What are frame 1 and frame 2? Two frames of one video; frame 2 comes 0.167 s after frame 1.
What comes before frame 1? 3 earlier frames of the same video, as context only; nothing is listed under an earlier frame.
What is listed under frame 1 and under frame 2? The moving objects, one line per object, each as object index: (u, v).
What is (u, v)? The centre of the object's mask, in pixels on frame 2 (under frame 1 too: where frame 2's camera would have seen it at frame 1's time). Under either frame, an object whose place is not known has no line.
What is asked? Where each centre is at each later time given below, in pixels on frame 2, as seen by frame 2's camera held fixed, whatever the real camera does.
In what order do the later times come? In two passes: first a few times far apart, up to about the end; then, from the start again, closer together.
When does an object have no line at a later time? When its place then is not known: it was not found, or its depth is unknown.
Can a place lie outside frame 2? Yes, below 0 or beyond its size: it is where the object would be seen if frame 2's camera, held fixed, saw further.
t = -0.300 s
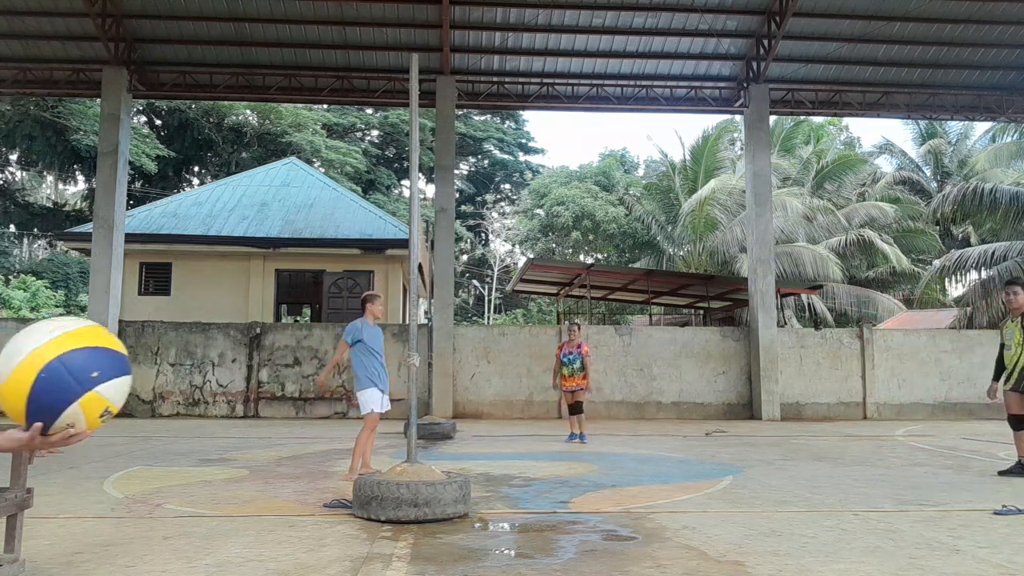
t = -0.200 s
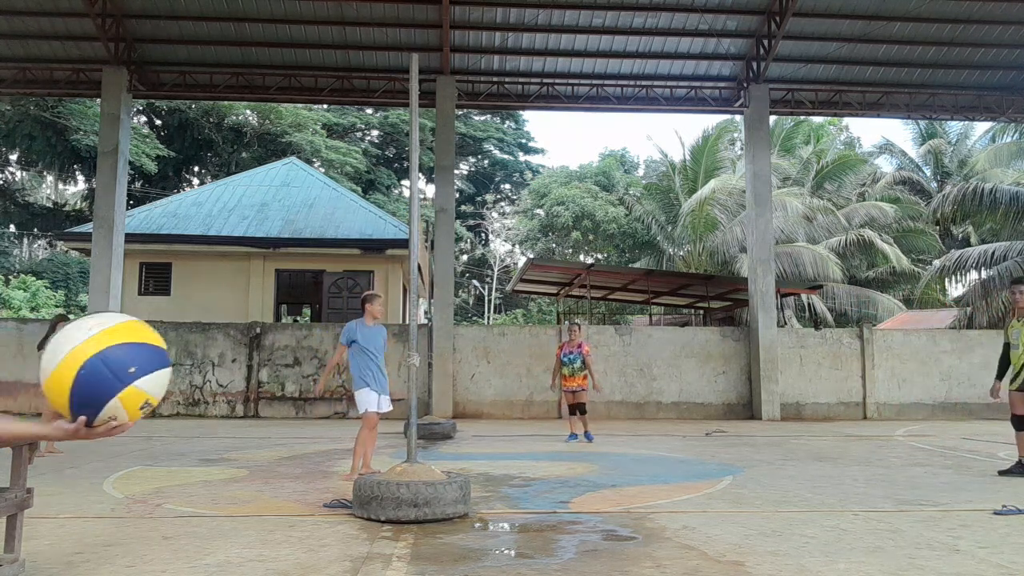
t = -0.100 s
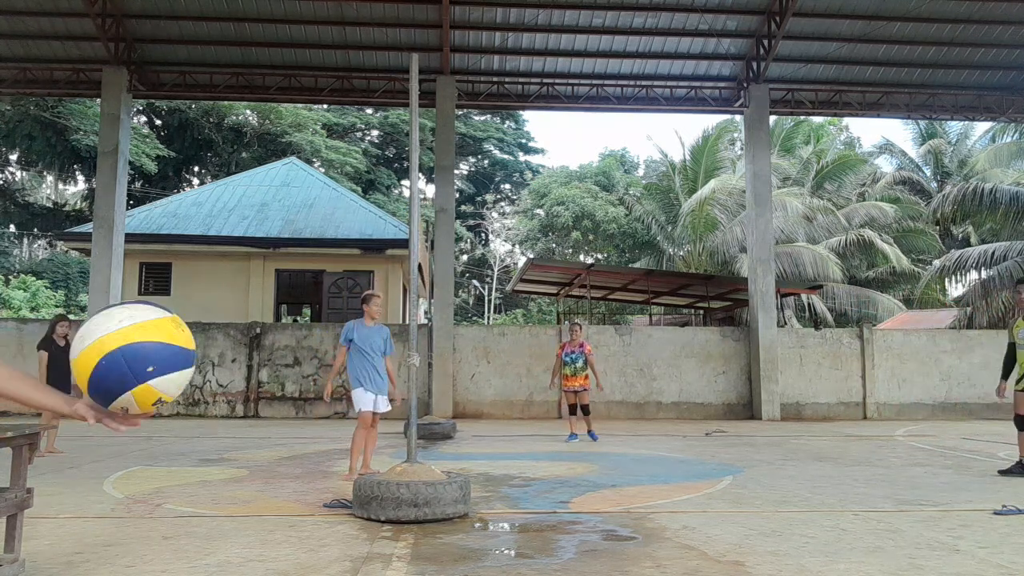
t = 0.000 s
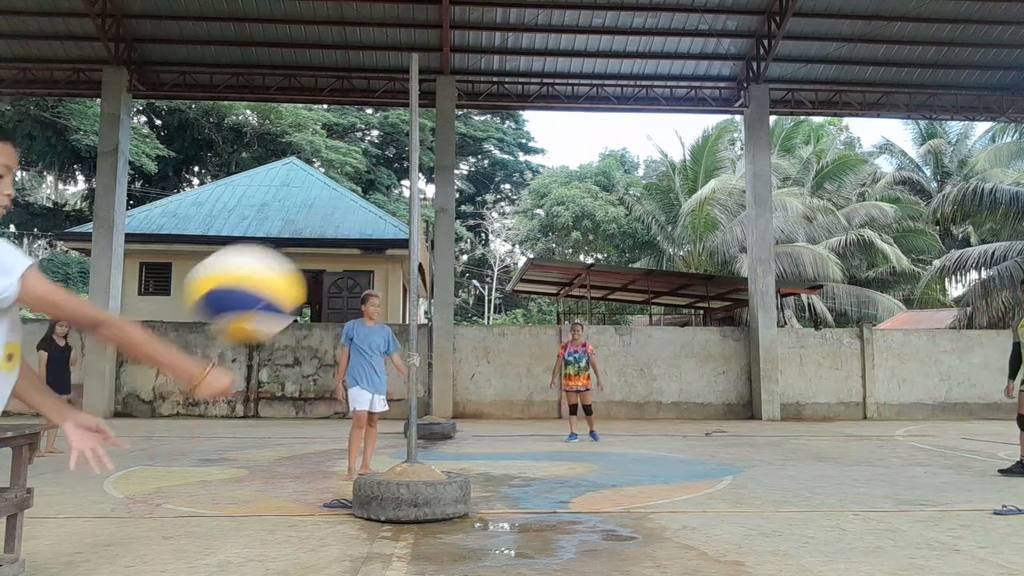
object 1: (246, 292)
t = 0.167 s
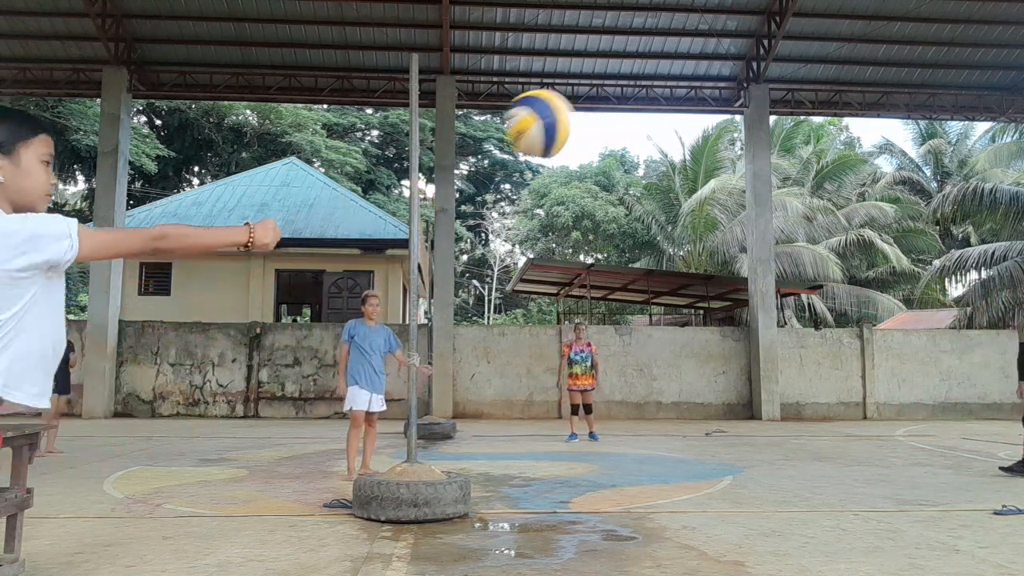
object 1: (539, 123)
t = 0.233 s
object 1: (613, 103)
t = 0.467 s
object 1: (774, 127)
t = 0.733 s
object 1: (876, 249)
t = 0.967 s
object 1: (938, 398)
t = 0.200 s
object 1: (579, 110)
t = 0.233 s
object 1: (613, 103)
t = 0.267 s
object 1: (643, 99)
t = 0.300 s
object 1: (670, 98)
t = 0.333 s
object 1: (695, 99)
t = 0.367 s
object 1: (718, 103)
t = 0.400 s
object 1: (738, 109)
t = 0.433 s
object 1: (757, 117)
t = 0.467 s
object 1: (774, 127)
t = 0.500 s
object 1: (790, 138)
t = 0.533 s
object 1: (805, 152)
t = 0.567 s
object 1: (819, 166)
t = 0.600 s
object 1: (832, 181)
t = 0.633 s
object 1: (843, 197)
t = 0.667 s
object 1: (855, 213)
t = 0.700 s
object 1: (867, 232)
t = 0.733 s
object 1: (876, 249)
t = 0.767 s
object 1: (887, 269)
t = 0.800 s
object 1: (896, 287)
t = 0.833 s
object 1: (906, 310)
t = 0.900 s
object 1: (922, 352)
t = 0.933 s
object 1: (930, 374)
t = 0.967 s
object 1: (938, 398)
